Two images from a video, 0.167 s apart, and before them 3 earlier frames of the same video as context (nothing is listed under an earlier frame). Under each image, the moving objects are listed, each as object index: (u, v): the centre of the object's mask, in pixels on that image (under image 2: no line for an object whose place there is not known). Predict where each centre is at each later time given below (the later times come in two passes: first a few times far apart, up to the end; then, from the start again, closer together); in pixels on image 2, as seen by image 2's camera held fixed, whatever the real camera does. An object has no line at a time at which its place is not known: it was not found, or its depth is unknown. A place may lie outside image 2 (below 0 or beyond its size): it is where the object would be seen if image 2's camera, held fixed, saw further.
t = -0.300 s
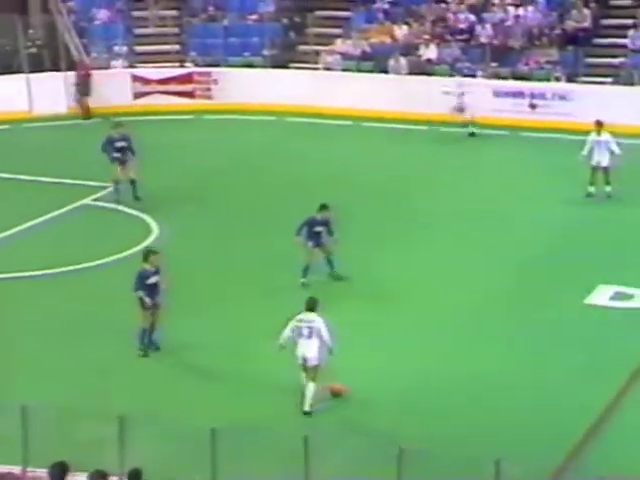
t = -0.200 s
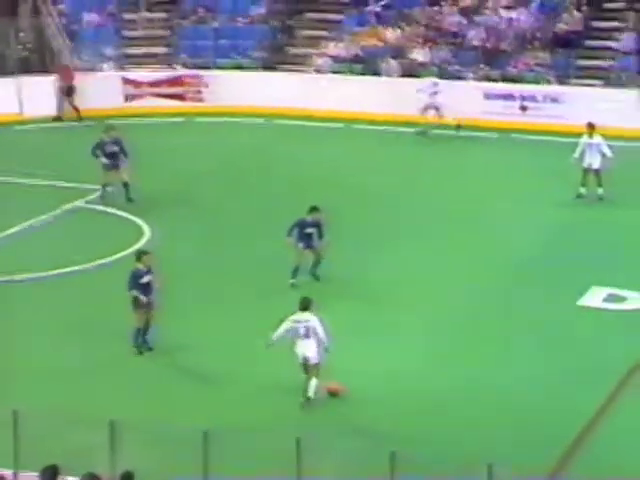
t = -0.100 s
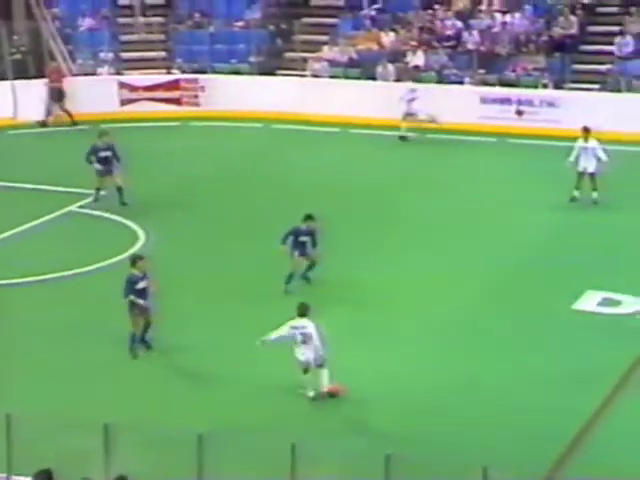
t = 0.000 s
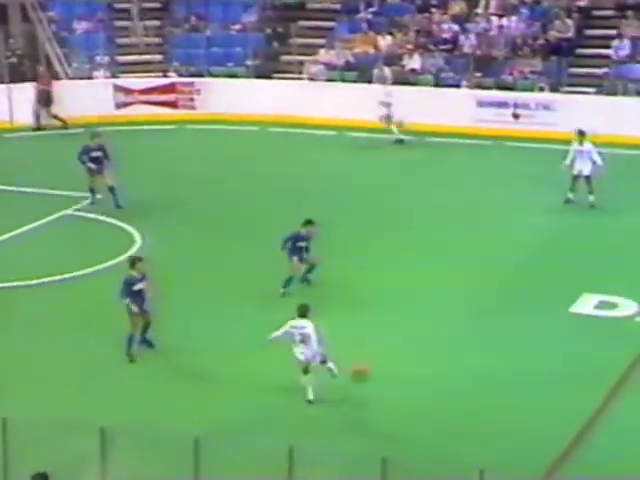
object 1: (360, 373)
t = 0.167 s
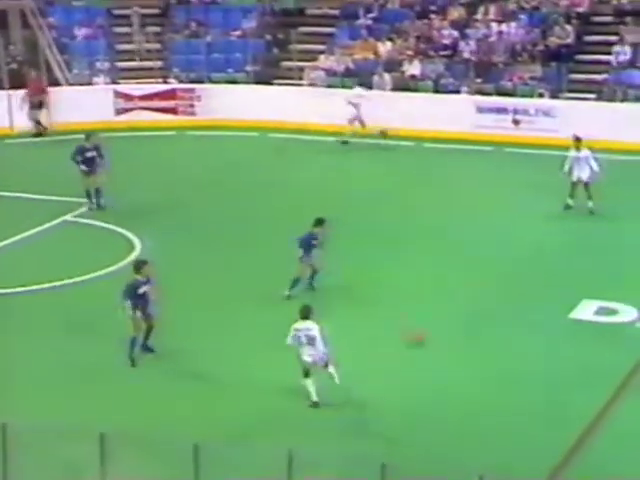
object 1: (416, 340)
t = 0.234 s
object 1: (438, 323)
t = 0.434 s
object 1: (489, 286)
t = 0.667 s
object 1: (540, 253)
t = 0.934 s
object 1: (588, 224)
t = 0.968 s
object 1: (594, 221)
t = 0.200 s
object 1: (427, 330)
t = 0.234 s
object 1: (438, 323)
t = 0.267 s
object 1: (442, 317)
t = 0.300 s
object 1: (452, 311)
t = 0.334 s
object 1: (463, 305)
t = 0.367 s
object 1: (474, 298)
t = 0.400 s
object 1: (481, 293)
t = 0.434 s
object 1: (489, 286)
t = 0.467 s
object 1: (495, 282)
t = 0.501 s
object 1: (505, 278)
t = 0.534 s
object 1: (512, 273)
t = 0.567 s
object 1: (520, 266)
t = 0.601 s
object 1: (528, 263)
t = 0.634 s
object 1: (534, 259)
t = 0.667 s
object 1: (540, 253)
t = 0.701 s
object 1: (547, 250)
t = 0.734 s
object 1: (554, 245)
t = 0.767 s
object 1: (559, 243)
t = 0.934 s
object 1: (588, 224)
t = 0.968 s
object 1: (594, 221)
